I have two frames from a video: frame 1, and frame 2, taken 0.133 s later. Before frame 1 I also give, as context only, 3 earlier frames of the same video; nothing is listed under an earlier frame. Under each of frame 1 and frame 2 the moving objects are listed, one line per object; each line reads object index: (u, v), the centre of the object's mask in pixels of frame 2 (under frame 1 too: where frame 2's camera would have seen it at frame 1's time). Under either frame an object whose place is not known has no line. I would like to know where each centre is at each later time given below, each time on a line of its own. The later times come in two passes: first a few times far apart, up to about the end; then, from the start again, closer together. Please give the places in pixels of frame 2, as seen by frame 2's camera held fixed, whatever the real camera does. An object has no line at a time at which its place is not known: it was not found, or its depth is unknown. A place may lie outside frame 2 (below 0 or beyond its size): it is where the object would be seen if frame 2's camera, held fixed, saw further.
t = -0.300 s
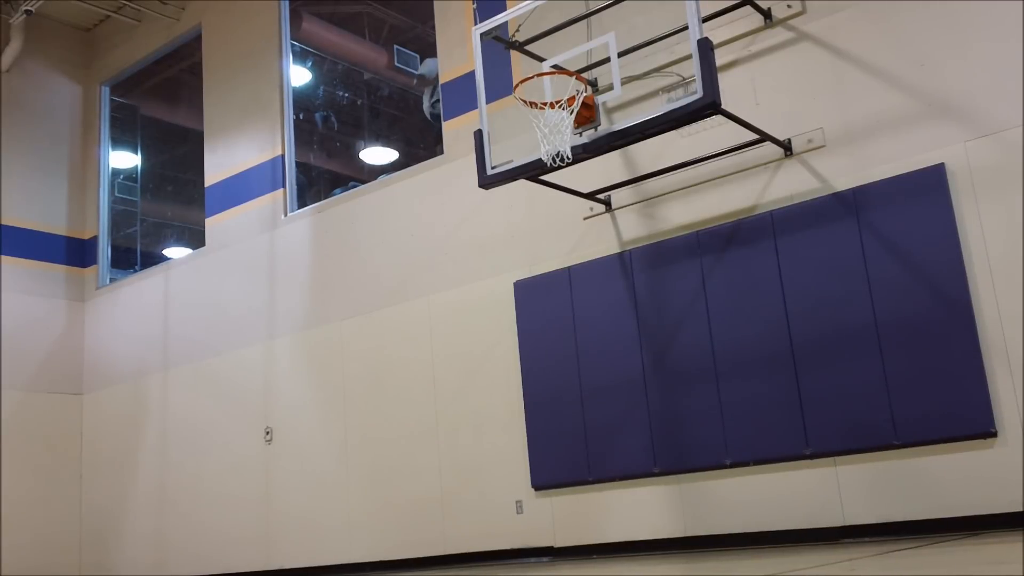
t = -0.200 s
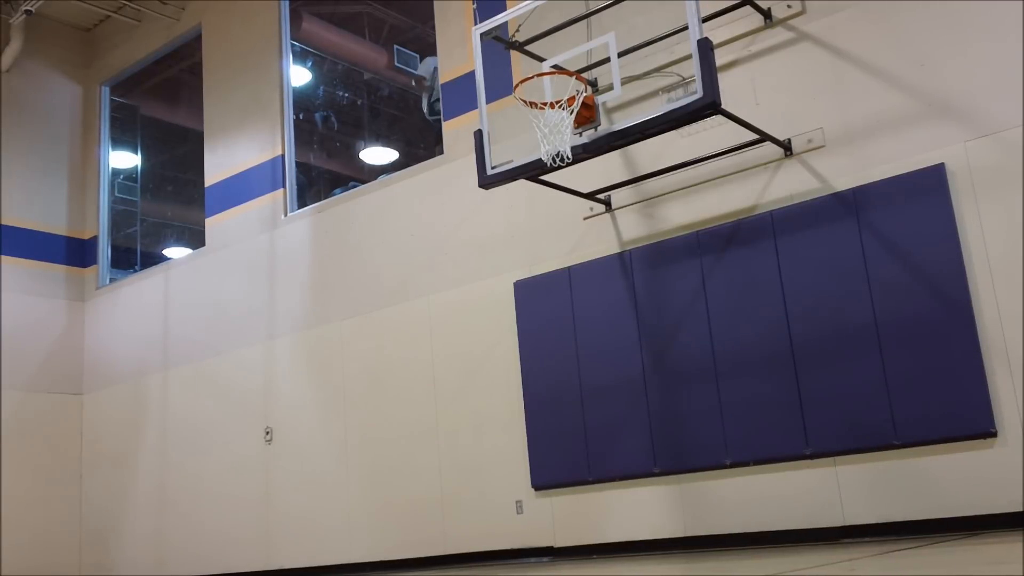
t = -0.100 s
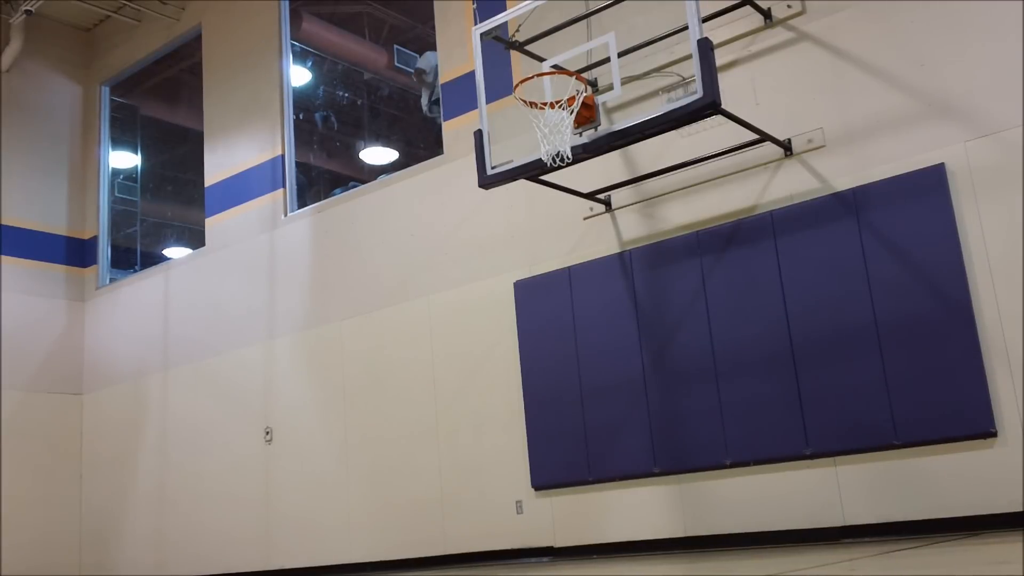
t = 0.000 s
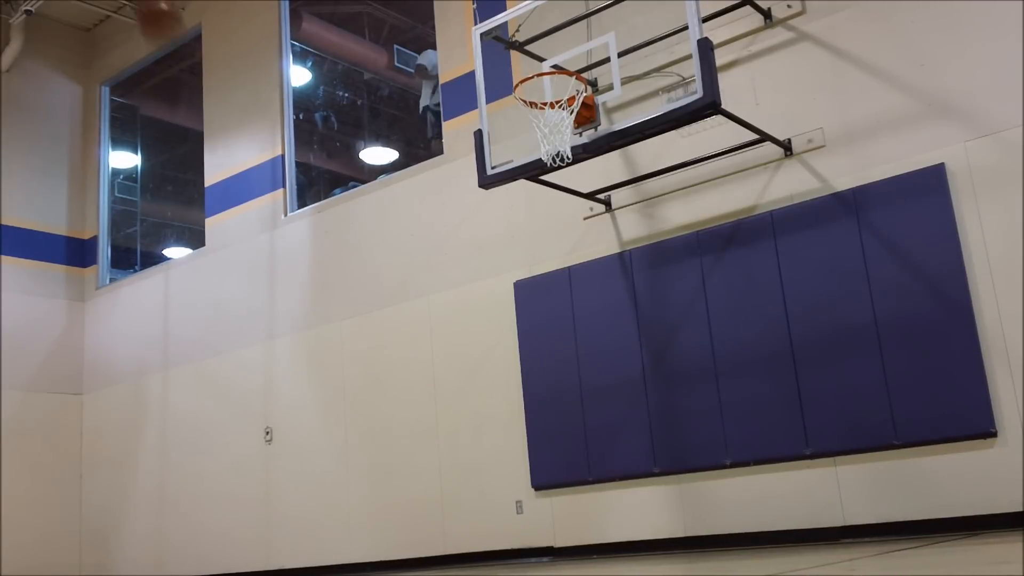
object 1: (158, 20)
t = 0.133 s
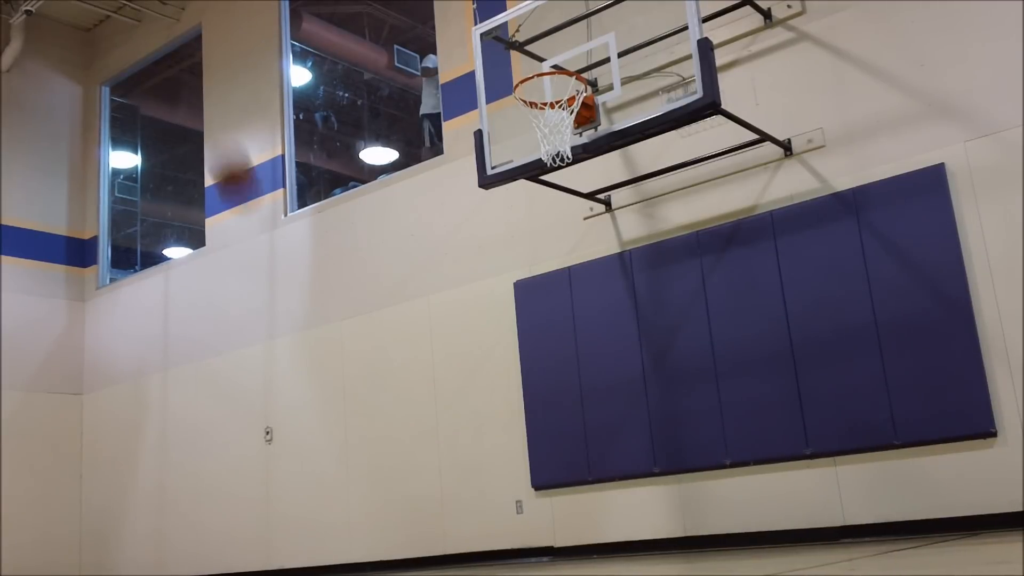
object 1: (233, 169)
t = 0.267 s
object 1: (307, 353)
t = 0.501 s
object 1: (387, 453)
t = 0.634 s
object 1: (396, 340)
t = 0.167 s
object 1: (253, 220)
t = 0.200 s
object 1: (270, 261)
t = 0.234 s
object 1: (288, 306)
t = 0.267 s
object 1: (307, 353)
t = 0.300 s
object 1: (325, 405)
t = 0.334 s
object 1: (345, 464)
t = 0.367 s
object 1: (364, 520)
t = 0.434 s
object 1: (383, 523)
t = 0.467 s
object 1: (385, 487)
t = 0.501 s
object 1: (387, 453)
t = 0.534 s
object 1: (390, 421)
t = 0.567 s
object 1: (392, 390)
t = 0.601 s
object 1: (394, 364)
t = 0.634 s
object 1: (396, 340)
